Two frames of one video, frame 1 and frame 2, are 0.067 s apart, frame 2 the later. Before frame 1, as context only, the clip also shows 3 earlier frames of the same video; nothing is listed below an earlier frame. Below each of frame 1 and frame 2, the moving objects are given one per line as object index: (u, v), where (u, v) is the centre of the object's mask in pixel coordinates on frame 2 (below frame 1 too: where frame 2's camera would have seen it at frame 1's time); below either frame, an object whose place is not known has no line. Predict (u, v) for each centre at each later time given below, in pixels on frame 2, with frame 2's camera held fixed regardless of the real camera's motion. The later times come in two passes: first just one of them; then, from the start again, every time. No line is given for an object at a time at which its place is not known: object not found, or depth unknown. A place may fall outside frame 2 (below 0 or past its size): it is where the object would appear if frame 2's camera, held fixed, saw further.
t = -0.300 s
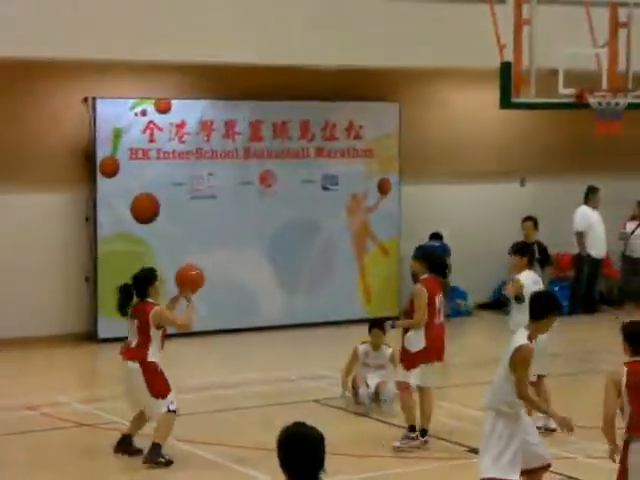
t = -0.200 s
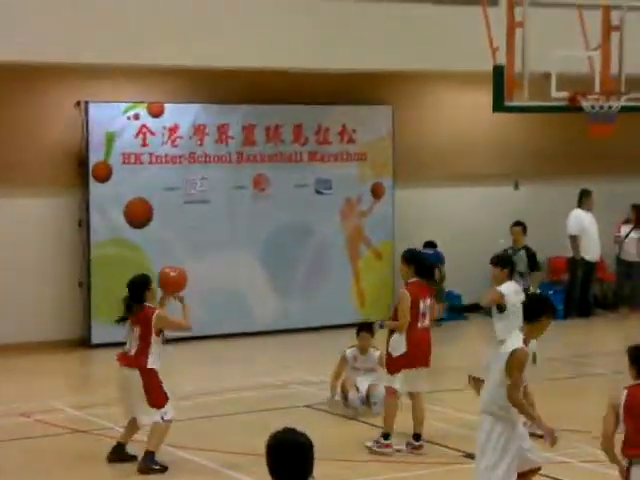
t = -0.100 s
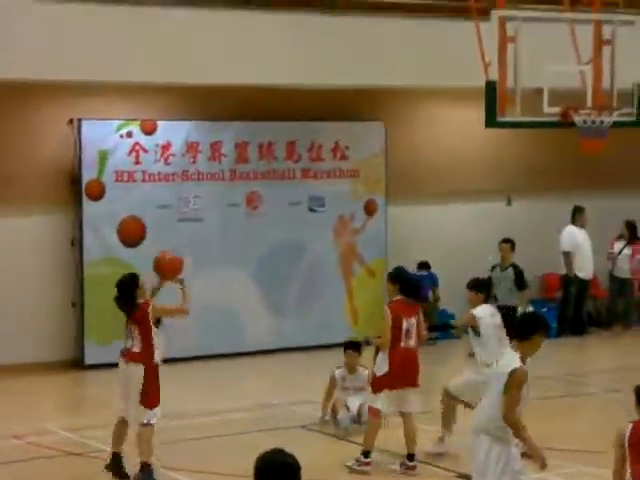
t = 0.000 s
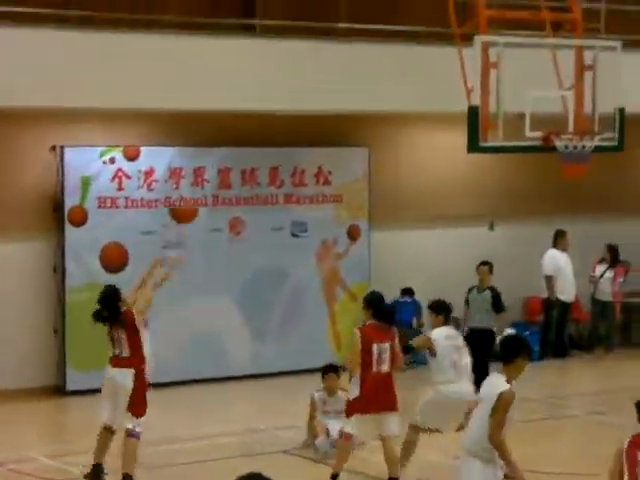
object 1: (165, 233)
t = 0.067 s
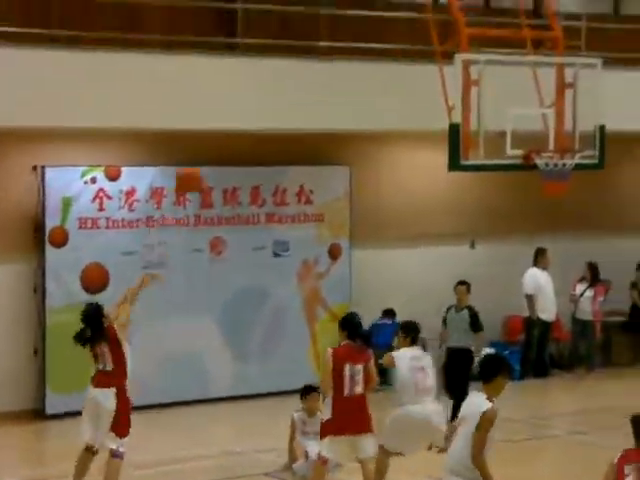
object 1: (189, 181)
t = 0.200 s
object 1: (239, 98)
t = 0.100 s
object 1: (201, 155)
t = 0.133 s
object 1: (216, 130)
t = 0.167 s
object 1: (226, 116)
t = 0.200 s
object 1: (239, 98)
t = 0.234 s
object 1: (250, 80)
